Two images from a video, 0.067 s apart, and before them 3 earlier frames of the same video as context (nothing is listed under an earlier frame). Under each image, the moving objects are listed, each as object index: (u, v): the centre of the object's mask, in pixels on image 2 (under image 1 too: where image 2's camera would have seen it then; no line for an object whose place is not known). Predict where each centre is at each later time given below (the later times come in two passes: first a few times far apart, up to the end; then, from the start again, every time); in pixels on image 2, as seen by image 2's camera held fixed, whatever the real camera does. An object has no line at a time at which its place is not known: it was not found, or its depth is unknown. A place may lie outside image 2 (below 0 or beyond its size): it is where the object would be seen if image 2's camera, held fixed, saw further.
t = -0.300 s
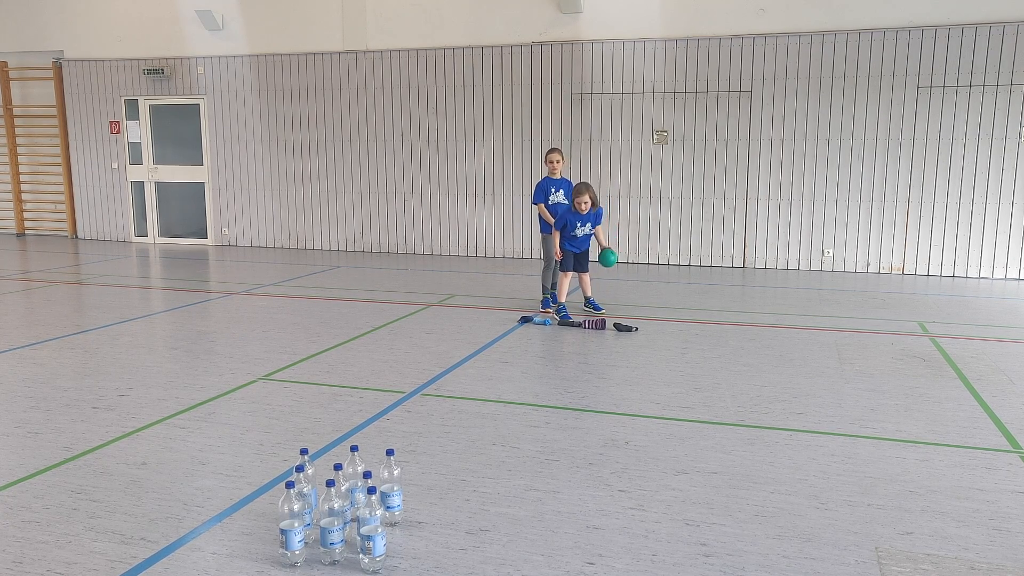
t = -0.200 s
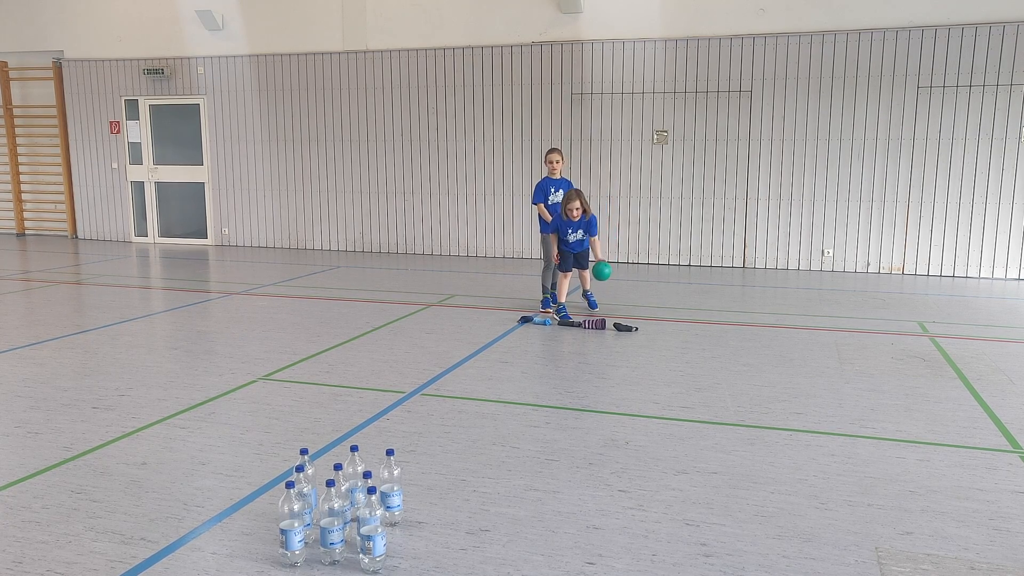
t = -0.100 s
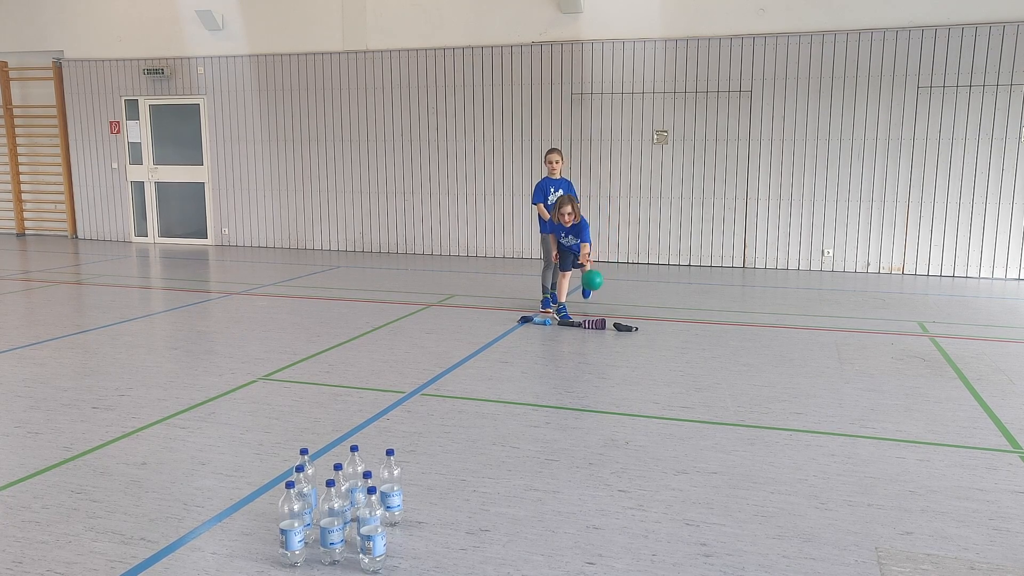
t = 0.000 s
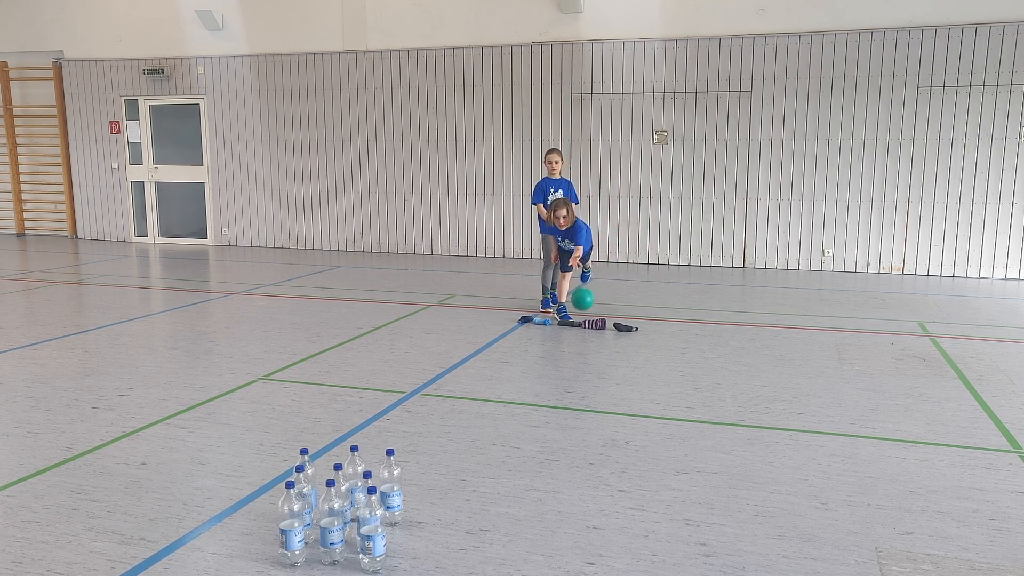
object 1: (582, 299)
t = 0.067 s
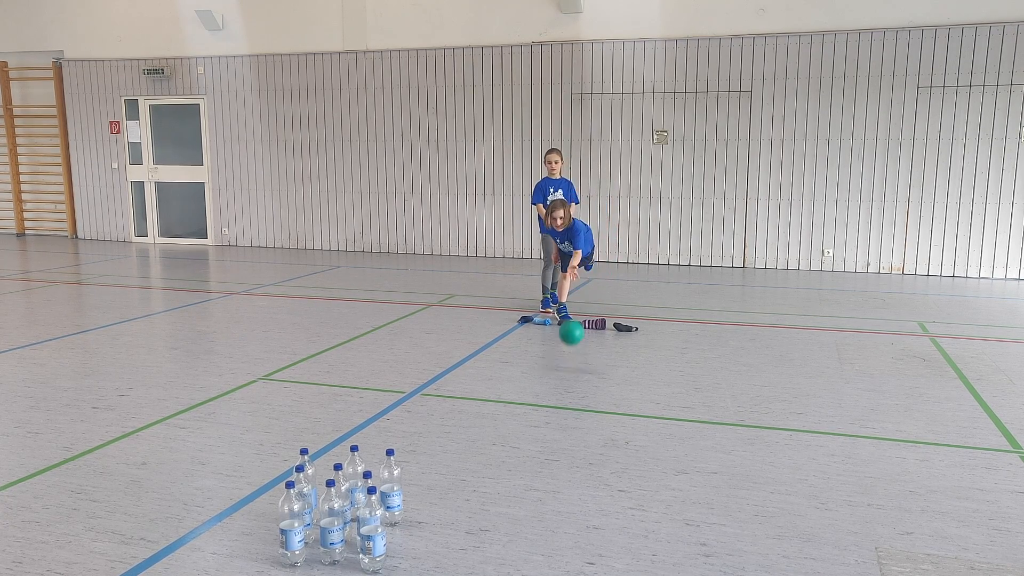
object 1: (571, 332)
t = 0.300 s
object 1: (544, 357)
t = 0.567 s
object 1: (509, 430)
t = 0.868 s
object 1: (437, 507)
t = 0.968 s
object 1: (400, 563)
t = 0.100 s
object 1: (566, 351)
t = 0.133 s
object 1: (561, 372)
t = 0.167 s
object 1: (557, 377)
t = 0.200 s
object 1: (554, 369)
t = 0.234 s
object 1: (551, 363)
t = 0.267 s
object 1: (548, 359)
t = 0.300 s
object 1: (544, 357)
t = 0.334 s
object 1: (541, 356)
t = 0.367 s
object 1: (537, 358)
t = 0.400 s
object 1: (533, 363)
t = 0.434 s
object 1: (529, 370)
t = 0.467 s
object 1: (524, 380)
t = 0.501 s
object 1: (519, 393)
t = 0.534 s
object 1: (514, 410)
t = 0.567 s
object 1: (509, 430)
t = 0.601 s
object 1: (503, 454)
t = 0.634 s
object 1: (497, 484)
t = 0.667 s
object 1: (490, 489)
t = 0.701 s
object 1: (483, 484)
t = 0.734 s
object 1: (475, 482)
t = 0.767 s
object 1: (467, 482)
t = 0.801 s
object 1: (458, 486)
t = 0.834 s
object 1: (448, 495)
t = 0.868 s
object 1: (437, 507)
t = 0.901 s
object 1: (426, 524)
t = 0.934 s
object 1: (413, 547)
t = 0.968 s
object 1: (400, 563)
